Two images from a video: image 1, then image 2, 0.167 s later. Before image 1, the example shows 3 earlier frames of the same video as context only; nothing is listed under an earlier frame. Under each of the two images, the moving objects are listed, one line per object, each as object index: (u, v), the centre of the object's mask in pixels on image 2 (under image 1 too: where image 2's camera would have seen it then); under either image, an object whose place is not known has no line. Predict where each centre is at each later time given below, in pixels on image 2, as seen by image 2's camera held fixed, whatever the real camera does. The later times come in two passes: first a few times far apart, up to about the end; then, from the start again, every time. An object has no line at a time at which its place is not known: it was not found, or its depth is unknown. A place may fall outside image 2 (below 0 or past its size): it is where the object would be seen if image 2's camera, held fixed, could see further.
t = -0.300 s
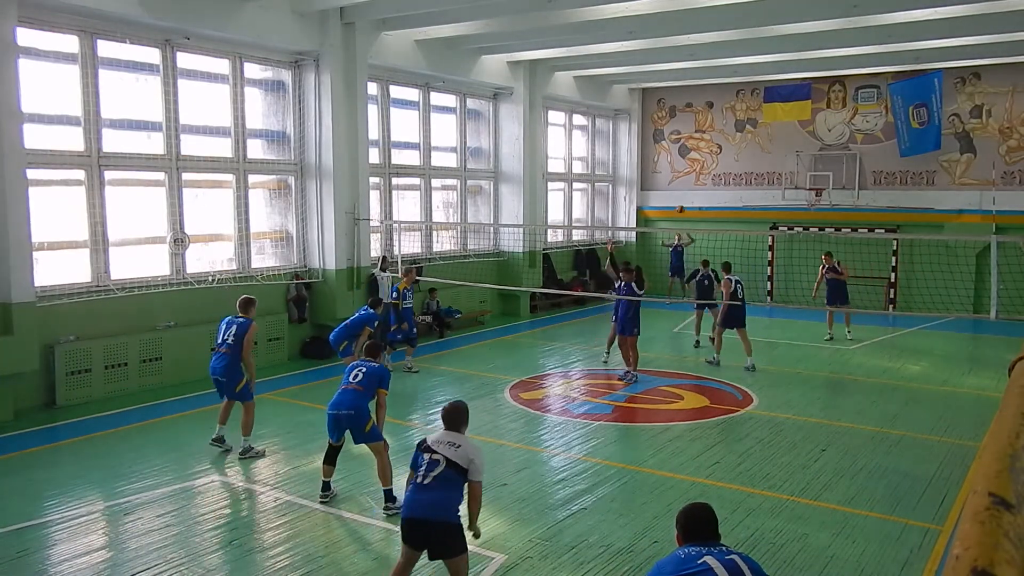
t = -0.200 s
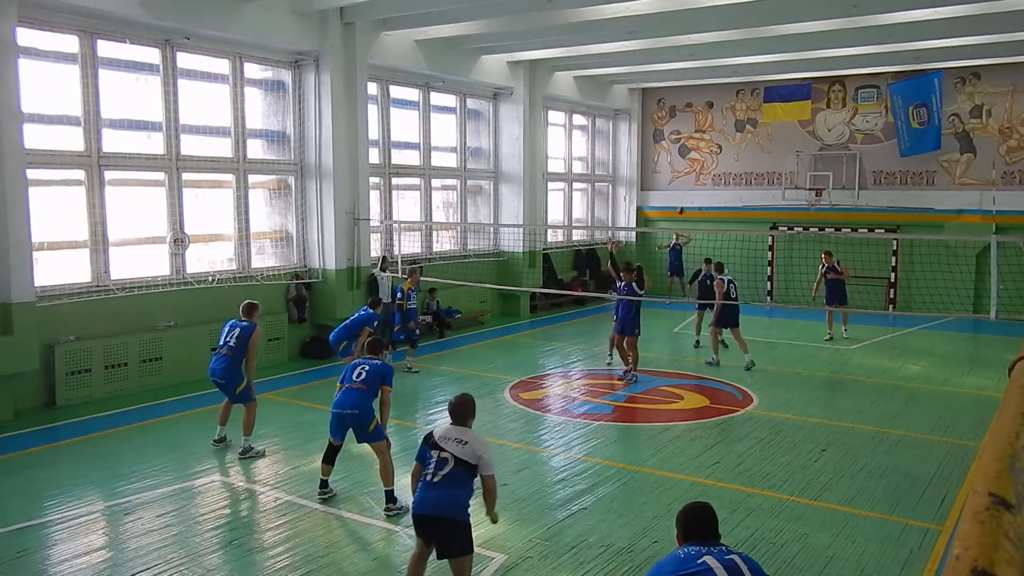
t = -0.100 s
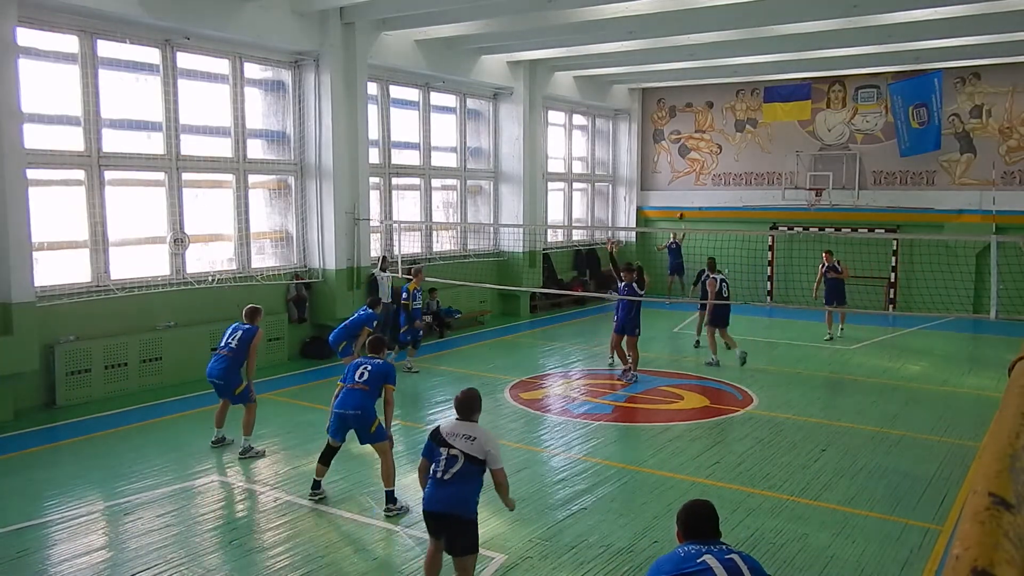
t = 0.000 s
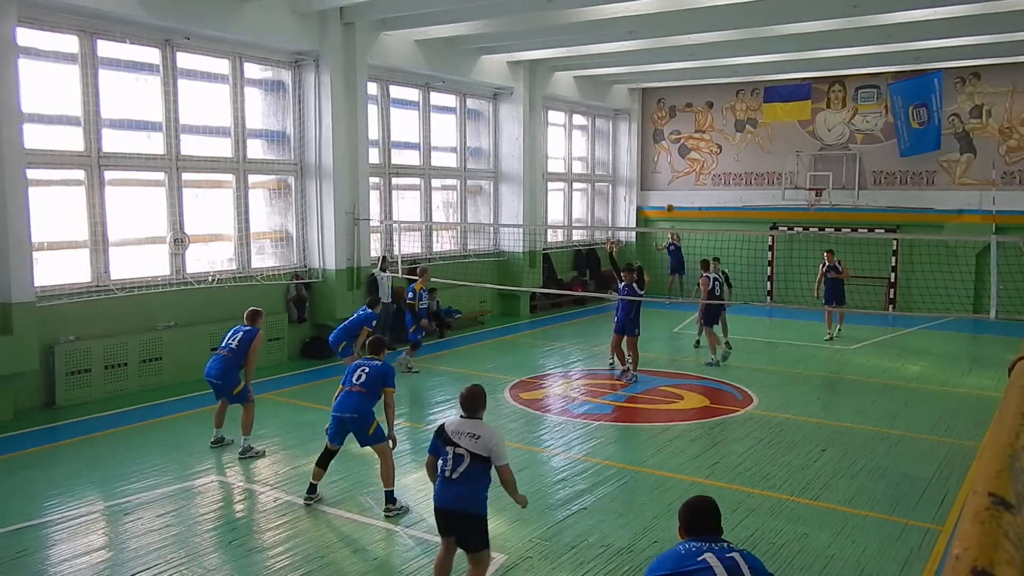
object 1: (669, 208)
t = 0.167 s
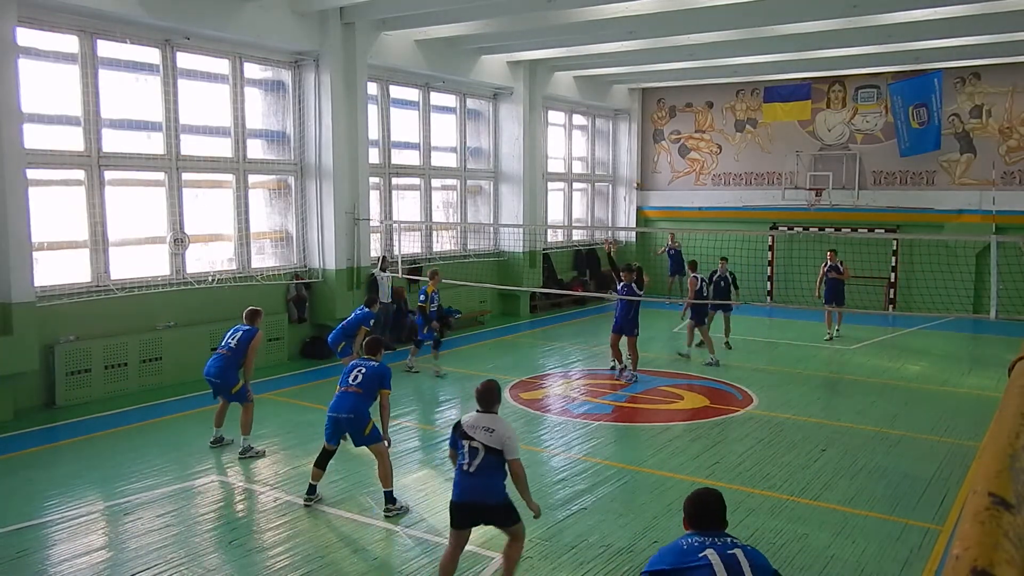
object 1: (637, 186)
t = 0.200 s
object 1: (631, 182)
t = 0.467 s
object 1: (570, 163)
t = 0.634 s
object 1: (523, 168)
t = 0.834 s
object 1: (450, 205)
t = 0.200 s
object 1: (631, 182)
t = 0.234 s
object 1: (625, 178)
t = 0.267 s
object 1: (618, 175)
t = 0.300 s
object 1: (610, 172)
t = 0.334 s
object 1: (603, 169)
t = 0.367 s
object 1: (595, 167)
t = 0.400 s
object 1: (588, 165)
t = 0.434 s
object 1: (580, 163)
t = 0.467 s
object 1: (570, 163)
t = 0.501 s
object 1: (562, 163)
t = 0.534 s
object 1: (552, 163)
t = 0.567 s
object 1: (542, 164)
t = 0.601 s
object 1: (533, 165)
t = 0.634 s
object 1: (523, 168)
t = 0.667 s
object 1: (512, 171)
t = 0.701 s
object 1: (500, 174)
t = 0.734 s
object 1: (489, 180)
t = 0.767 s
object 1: (476, 188)
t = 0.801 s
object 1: (465, 195)
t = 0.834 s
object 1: (450, 205)
